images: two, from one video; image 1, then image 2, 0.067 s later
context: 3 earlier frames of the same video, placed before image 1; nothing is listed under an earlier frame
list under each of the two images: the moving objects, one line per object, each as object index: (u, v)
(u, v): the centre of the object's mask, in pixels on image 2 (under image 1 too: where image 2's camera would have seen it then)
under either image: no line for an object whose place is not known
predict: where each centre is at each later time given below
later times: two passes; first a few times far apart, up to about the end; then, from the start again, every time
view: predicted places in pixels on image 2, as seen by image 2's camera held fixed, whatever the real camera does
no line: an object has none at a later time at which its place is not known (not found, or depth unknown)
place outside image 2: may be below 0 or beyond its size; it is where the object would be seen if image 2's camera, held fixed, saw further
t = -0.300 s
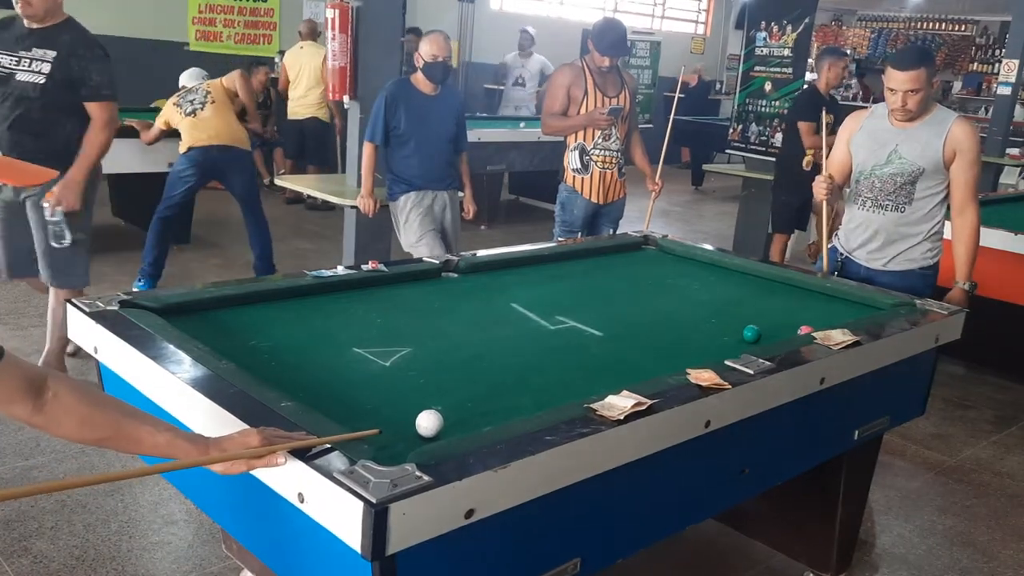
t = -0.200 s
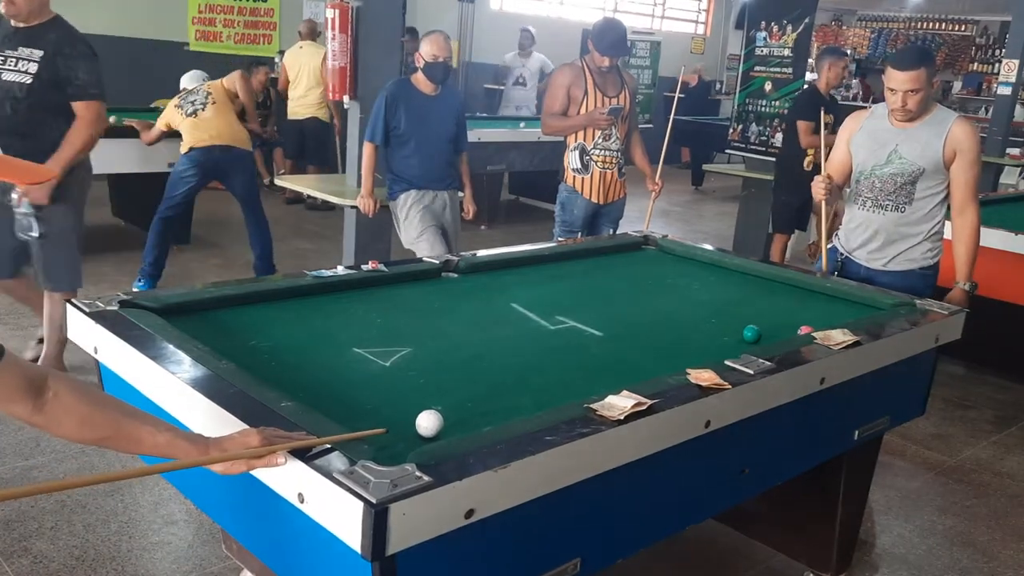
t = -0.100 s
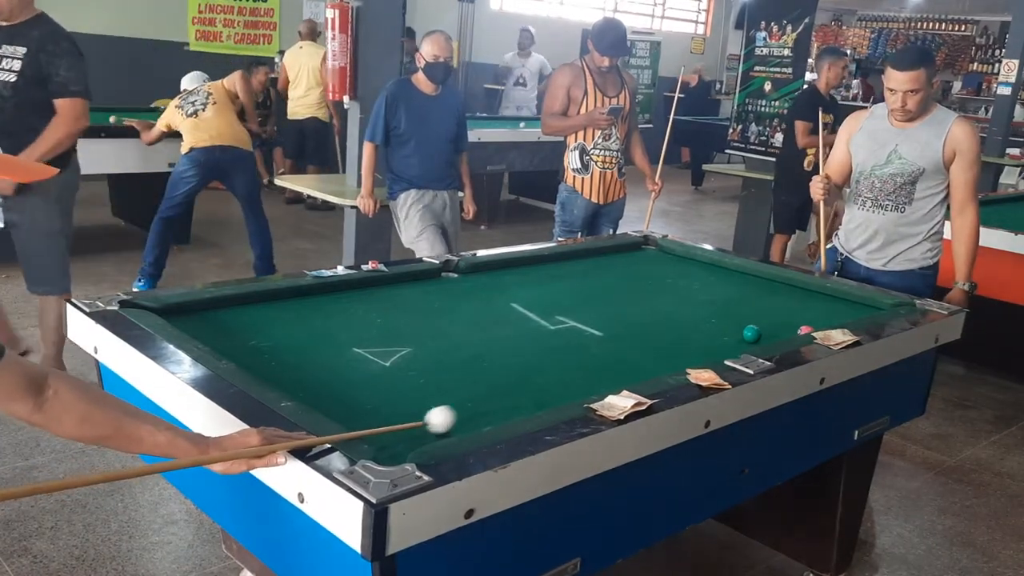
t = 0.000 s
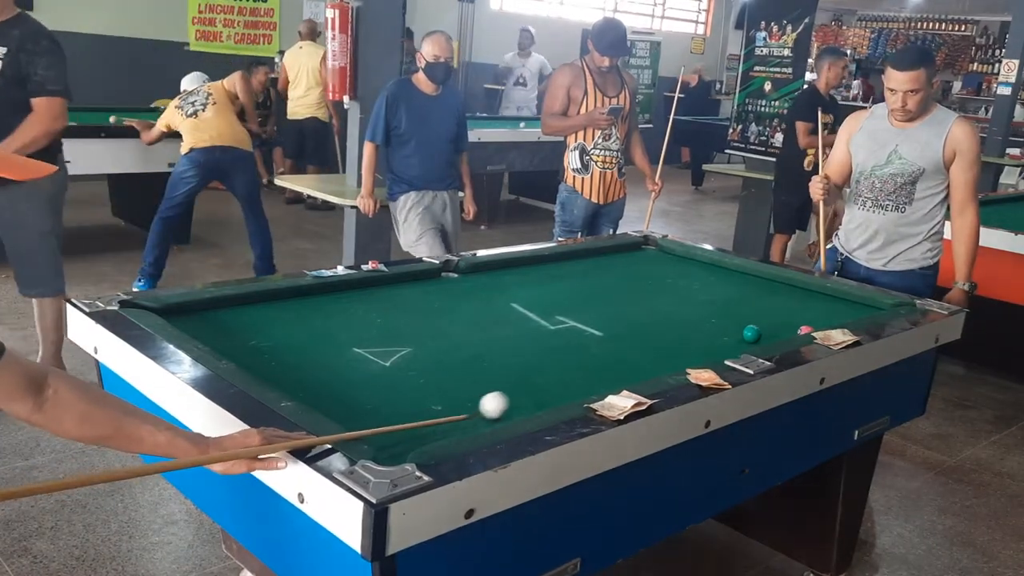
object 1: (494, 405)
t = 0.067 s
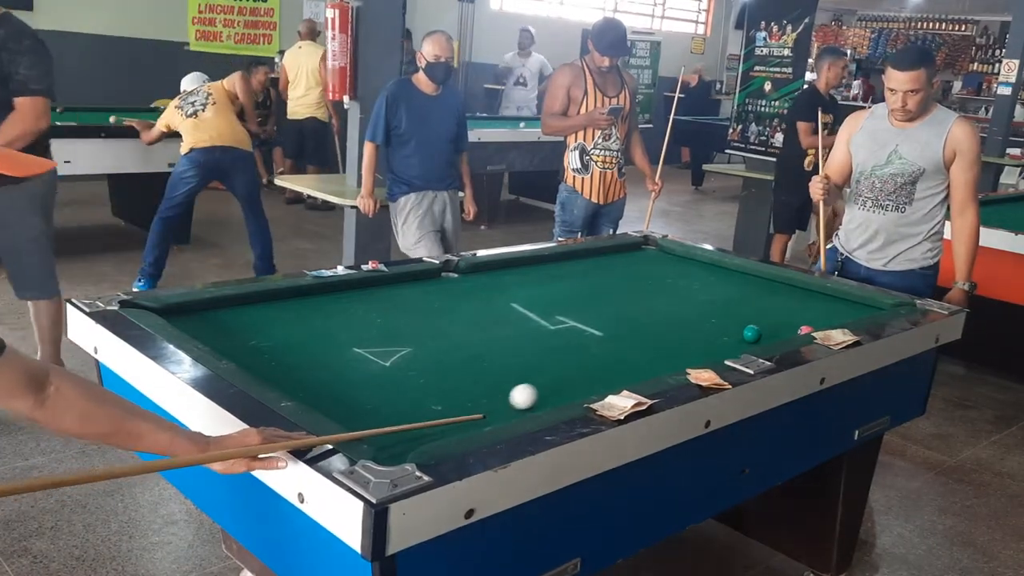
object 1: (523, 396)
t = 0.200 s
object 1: (576, 381)
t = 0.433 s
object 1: (656, 359)
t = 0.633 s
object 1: (713, 344)
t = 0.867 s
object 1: (753, 334)
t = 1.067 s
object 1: (771, 331)
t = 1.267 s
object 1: (788, 327)
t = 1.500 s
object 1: (806, 322)
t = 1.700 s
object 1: (820, 321)
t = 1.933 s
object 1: (834, 318)
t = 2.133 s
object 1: (845, 316)
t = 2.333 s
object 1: (854, 313)
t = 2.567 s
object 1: (863, 311)
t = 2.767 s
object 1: (869, 309)
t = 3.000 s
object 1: (876, 308)
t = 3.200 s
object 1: (880, 307)
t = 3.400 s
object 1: (884, 306)
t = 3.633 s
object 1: (886, 305)
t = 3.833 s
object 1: (889, 304)
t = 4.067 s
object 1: (890, 304)
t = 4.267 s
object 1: (892, 304)
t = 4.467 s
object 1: (893, 304)
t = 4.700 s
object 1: (893, 304)
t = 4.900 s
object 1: (893, 303)
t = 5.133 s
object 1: (893, 303)
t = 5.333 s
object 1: (893, 303)
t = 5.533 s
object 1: (893, 303)
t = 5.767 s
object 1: (893, 304)
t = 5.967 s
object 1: (894, 304)
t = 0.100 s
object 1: (537, 392)
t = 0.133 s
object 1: (551, 389)
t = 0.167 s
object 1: (564, 385)
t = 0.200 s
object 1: (576, 381)
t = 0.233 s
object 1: (589, 378)
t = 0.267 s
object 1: (601, 375)
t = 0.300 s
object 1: (612, 371)
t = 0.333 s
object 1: (624, 368)
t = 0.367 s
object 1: (635, 365)
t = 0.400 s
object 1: (645, 362)
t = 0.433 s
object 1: (656, 359)
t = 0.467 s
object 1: (666, 357)
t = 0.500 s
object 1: (676, 354)
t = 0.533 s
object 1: (686, 351)
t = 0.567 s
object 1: (695, 349)
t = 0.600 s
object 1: (704, 346)
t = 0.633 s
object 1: (713, 344)
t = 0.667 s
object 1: (722, 342)
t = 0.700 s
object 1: (731, 339)
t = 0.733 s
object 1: (739, 337)
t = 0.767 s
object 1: (744, 335)
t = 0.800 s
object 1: (746, 336)
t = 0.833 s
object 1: (749, 335)
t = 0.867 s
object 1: (753, 334)
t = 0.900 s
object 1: (756, 334)
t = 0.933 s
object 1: (759, 333)
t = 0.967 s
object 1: (762, 333)
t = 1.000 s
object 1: (766, 332)
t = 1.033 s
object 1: (768, 331)
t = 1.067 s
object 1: (771, 331)
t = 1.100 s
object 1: (774, 330)
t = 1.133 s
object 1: (777, 330)
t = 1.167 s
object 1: (780, 329)
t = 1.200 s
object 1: (783, 329)
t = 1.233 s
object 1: (785, 328)
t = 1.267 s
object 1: (788, 327)
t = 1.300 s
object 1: (790, 327)
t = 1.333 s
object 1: (793, 326)
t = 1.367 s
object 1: (795, 326)
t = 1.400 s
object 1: (798, 325)
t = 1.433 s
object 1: (800, 324)
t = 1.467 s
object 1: (803, 323)
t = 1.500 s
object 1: (806, 322)
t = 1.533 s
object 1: (809, 321)
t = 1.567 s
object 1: (811, 321)
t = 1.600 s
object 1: (813, 322)
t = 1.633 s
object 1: (815, 322)
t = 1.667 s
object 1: (818, 322)
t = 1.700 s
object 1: (820, 321)
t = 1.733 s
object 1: (822, 321)
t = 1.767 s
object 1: (824, 320)
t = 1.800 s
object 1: (826, 320)
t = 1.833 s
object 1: (828, 319)
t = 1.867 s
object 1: (830, 319)
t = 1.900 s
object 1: (832, 318)
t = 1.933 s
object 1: (834, 318)
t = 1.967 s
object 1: (836, 318)
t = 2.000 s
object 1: (838, 317)
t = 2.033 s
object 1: (839, 317)
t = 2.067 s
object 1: (841, 316)
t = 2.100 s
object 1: (843, 316)
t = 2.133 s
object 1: (845, 316)
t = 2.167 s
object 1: (846, 315)
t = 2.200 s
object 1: (848, 315)
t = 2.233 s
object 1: (849, 315)
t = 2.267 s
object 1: (851, 314)
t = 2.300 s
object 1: (852, 314)
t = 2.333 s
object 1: (854, 313)
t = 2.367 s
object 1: (855, 313)
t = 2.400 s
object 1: (856, 313)
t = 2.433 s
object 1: (858, 313)
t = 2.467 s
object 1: (859, 312)
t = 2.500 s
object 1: (860, 312)
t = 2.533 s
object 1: (861, 312)
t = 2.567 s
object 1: (863, 311)
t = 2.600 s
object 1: (864, 311)
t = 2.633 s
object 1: (865, 311)
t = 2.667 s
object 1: (866, 311)
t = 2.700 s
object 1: (868, 310)
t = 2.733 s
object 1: (869, 310)
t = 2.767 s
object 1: (869, 309)
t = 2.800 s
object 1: (871, 309)
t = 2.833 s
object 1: (871, 309)
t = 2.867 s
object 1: (872, 309)
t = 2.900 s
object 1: (873, 308)
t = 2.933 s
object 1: (874, 308)
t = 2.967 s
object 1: (875, 308)
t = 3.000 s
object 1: (876, 308)
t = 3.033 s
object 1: (877, 308)
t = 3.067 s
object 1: (877, 307)
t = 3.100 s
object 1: (878, 307)
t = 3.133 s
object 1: (879, 307)
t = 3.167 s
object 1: (880, 307)
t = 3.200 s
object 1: (880, 307)
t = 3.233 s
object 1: (881, 306)
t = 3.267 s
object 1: (881, 306)
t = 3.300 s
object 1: (882, 306)
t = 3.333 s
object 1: (883, 306)
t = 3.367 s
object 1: (883, 306)
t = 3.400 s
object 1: (884, 306)
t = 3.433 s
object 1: (884, 305)
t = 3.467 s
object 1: (884, 305)
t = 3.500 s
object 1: (885, 305)
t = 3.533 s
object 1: (885, 305)
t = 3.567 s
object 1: (886, 305)
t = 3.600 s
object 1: (886, 305)
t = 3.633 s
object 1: (886, 305)
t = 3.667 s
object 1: (887, 305)
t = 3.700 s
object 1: (887, 304)
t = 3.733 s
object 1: (888, 304)
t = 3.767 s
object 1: (888, 304)
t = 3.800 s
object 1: (888, 304)
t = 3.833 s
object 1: (889, 304)
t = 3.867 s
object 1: (889, 304)
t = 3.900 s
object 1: (889, 304)
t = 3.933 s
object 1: (889, 304)
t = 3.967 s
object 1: (890, 304)
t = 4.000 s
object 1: (890, 304)
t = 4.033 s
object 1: (890, 304)
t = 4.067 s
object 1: (890, 304)
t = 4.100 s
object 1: (891, 304)
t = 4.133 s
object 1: (891, 304)
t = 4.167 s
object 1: (891, 304)
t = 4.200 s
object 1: (891, 304)
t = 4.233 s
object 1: (892, 304)
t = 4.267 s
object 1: (892, 304)
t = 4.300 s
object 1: (892, 304)
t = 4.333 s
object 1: (892, 304)
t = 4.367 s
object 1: (892, 304)
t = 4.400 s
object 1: (892, 304)
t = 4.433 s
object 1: (893, 304)
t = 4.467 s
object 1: (893, 304)
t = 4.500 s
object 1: (893, 304)
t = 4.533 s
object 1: (893, 304)
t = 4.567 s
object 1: (893, 303)
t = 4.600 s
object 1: (893, 303)
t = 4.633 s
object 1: (893, 303)
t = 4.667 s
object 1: (893, 304)
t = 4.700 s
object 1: (893, 304)
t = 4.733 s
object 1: (893, 304)
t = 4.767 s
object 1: (893, 303)
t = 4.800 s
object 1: (893, 303)
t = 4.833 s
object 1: (893, 303)
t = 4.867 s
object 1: (893, 303)
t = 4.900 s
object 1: (893, 303)
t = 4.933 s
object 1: (893, 303)
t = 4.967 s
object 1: (894, 303)
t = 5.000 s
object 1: (893, 303)
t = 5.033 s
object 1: (894, 303)
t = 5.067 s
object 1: (893, 303)
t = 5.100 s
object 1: (893, 303)
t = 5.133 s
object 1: (893, 303)
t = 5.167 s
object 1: (894, 303)
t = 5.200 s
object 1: (893, 303)
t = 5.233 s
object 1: (894, 303)
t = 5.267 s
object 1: (893, 303)
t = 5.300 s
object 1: (893, 303)
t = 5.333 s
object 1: (893, 303)
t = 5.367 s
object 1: (893, 303)
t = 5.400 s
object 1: (893, 303)
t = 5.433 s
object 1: (893, 303)
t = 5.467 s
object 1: (893, 303)
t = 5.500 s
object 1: (893, 303)
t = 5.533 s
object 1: (893, 303)
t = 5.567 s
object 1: (893, 303)
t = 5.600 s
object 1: (894, 303)
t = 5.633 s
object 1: (893, 303)
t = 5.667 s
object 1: (893, 304)
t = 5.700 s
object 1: (893, 303)
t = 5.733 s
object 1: (893, 303)
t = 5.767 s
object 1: (893, 304)
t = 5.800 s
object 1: (892, 303)
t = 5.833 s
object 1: (893, 304)
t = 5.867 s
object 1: (893, 303)
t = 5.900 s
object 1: (893, 303)
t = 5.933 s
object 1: (893, 303)
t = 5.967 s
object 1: (894, 304)
